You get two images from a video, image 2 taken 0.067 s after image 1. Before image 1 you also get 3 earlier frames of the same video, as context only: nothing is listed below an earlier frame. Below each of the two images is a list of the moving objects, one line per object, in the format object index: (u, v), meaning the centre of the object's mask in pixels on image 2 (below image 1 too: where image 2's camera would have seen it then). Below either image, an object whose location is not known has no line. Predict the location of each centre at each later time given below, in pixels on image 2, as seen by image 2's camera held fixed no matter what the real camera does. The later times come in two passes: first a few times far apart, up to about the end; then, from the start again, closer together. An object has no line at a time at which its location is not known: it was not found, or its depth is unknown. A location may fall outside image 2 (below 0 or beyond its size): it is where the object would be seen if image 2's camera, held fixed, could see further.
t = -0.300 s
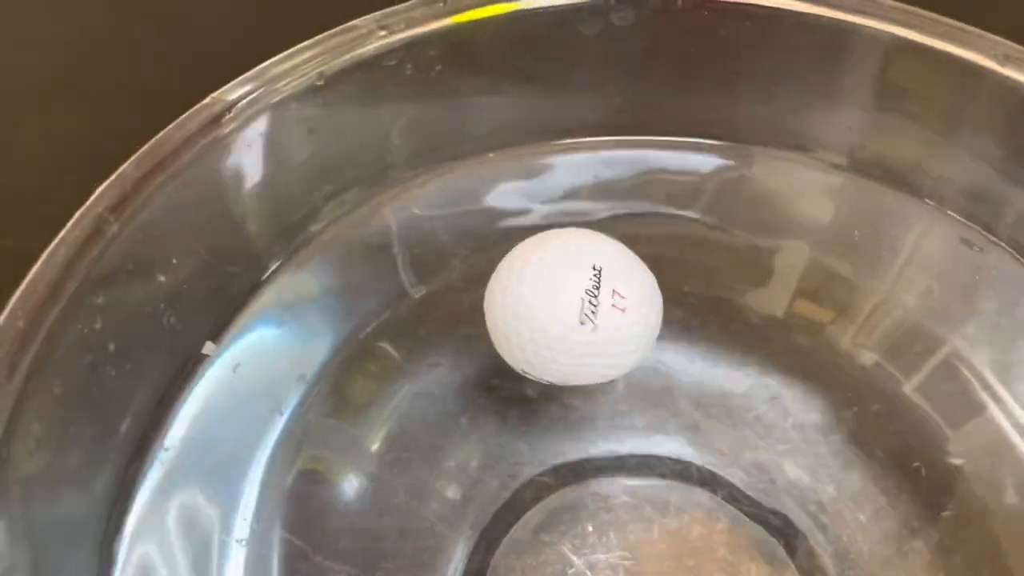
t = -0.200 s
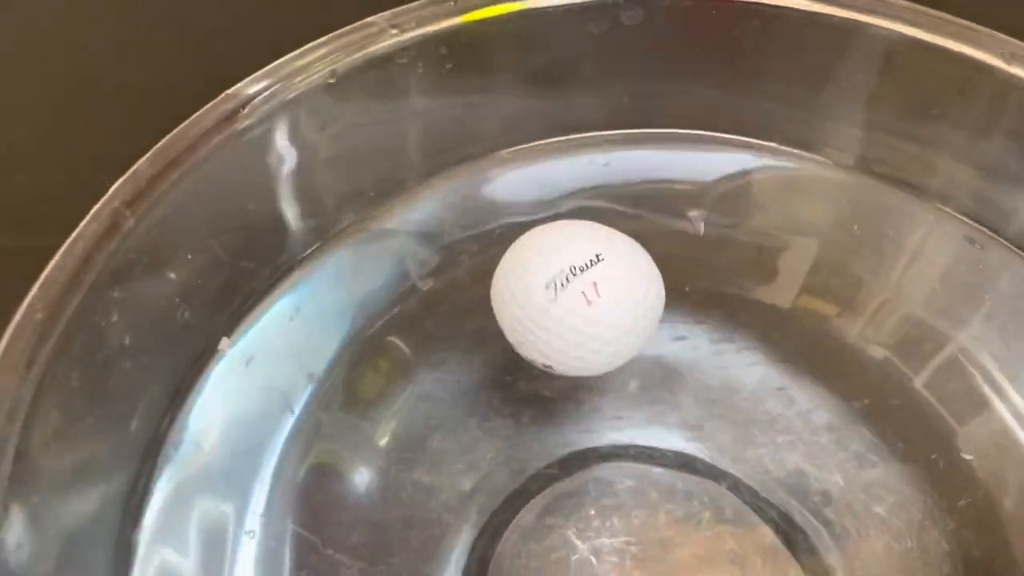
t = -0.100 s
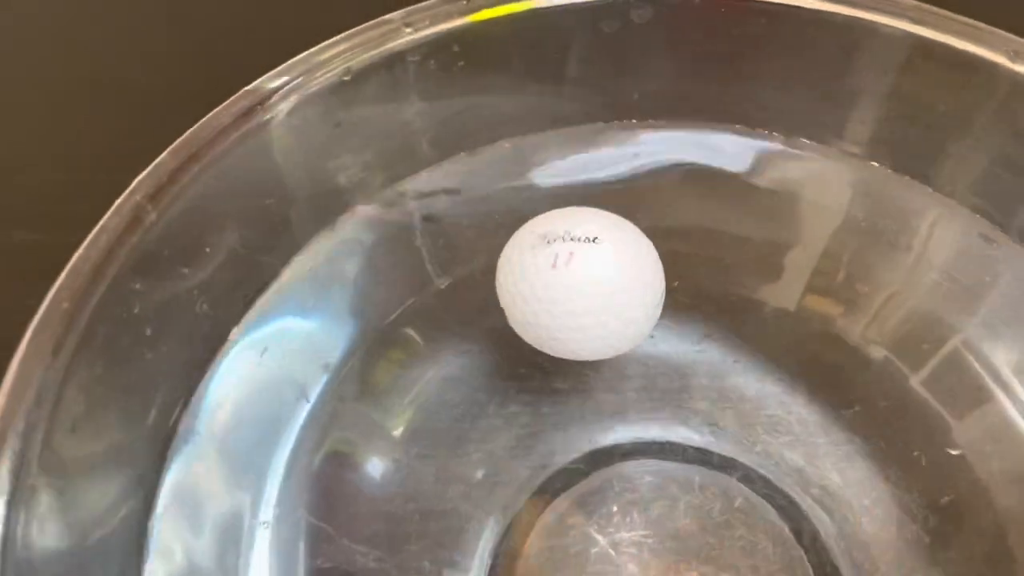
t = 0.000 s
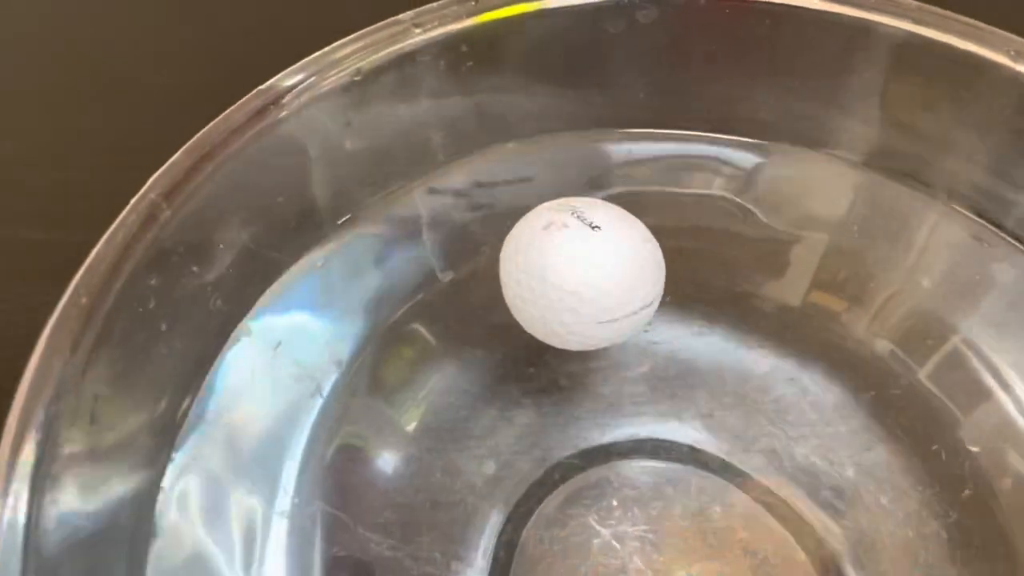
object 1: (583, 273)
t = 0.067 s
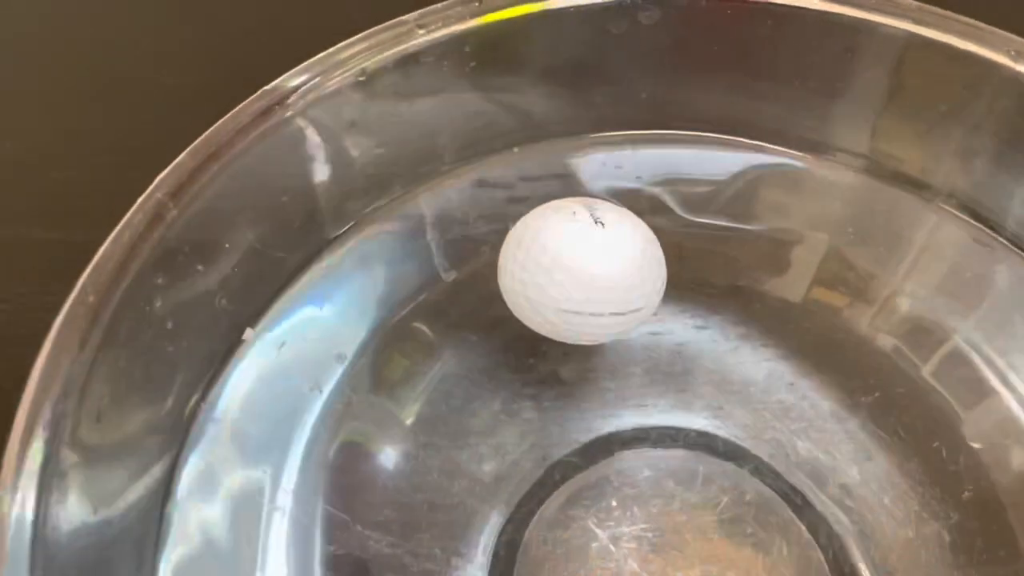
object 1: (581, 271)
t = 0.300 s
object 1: (582, 257)
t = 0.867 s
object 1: (589, 278)
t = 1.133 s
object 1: (570, 297)
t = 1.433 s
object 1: (559, 307)
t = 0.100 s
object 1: (583, 270)
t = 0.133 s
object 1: (584, 268)
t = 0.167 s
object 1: (585, 264)
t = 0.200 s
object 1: (584, 261)
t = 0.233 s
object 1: (583, 258)
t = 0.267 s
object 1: (582, 256)
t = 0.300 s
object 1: (582, 257)
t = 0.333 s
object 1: (582, 258)
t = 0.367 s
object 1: (583, 259)
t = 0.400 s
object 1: (583, 261)
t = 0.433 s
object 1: (584, 262)
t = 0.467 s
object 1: (583, 263)
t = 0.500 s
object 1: (582, 263)
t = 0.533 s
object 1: (580, 261)
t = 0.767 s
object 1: (583, 270)
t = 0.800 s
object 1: (585, 273)
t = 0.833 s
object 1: (587, 276)
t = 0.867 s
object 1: (589, 278)
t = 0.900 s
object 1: (589, 278)
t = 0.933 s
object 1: (587, 278)
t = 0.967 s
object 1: (584, 280)
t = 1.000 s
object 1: (579, 281)
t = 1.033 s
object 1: (576, 284)
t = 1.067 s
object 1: (573, 288)
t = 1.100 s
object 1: (572, 293)
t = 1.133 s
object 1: (570, 297)
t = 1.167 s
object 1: (569, 300)
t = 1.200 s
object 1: (567, 301)
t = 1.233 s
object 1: (566, 302)
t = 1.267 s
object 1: (566, 303)
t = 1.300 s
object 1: (564, 304)
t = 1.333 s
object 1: (563, 304)
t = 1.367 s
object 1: (562, 304)
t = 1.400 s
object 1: (561, 305)
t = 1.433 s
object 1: (559, 307)
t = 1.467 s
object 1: (557, 309)
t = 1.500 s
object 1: (555, 311)
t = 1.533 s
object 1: (553, 312)
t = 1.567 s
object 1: (549, 312)
